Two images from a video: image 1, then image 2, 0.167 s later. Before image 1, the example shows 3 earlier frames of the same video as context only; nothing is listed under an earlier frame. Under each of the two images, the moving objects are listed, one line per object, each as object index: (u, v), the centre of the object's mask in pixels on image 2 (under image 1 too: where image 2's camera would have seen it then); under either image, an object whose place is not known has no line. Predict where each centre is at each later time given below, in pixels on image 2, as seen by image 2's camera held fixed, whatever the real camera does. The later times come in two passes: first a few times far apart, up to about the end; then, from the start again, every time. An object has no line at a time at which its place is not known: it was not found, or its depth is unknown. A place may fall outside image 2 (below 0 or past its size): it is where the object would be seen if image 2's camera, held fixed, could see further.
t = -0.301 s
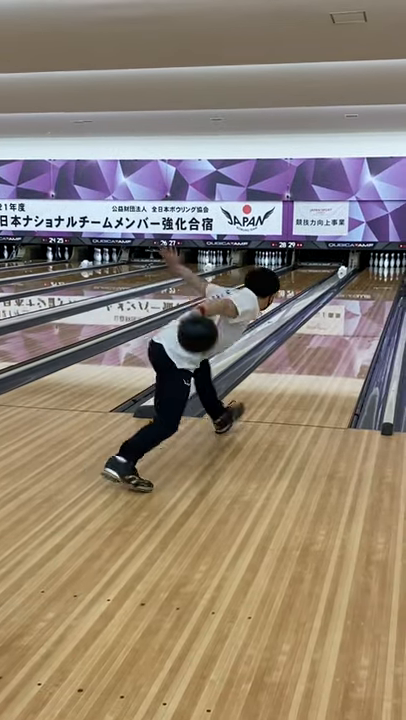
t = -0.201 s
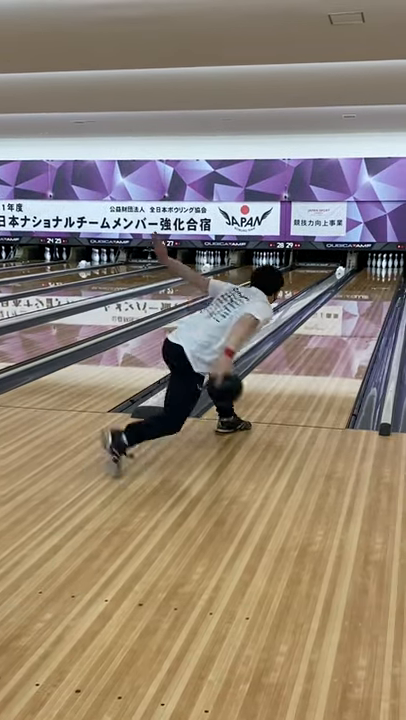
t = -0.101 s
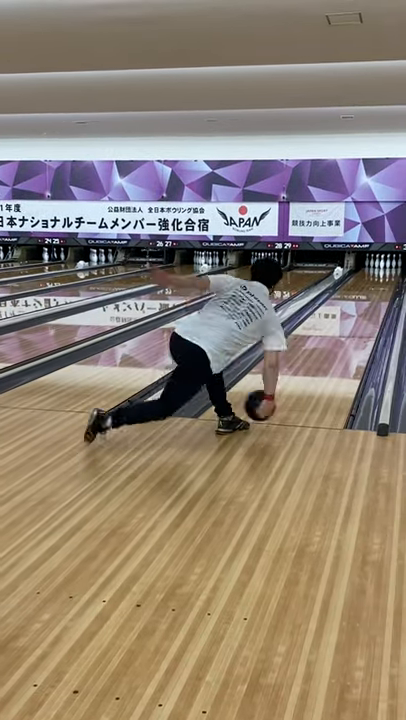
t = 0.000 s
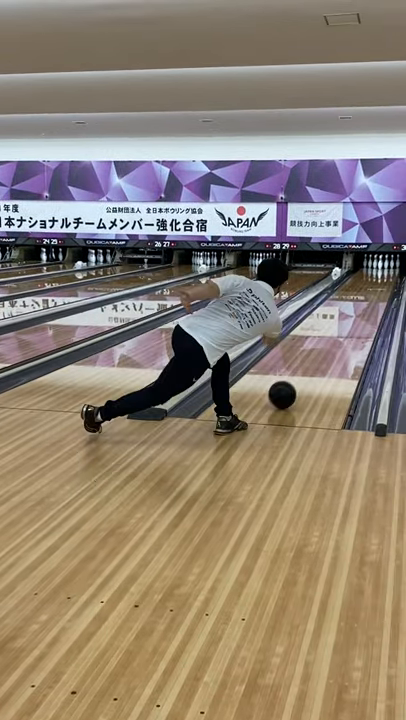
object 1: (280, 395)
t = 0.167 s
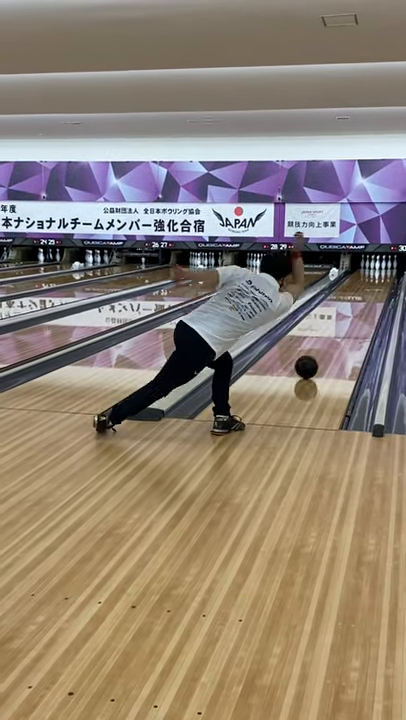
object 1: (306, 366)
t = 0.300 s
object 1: (322, 349)
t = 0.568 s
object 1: (344, 325)
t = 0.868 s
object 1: (360, 306)
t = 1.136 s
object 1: (370, 295)
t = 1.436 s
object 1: (378, 284)
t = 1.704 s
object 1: (381, 278)
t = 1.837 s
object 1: (382, 274)
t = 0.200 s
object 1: (310, 361)
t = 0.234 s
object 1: (314, 357)
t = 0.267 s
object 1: (318, 353)
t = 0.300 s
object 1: (322, 349)
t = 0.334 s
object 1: (325, 346)
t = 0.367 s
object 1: (328, 342)
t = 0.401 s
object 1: (331, 339)
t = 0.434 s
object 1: (334, 336)
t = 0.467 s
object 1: (337, 333)
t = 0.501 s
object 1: (339, 330)
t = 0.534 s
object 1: (341, 327)
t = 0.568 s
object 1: (344, 325)
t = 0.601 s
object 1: (346, 322)
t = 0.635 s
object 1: (348, 320)
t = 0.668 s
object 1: (350, 318)
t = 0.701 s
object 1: (352, 316)
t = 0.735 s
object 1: (354, 314)
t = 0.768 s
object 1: (356, 312)
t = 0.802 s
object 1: (357, 310)
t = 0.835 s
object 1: (359, 308)
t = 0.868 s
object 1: (360, 306)
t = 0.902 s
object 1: (362, 305)
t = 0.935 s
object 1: (363, 303)
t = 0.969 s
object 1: (364, 301)
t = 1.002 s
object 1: (366, 300)
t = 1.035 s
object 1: (367, 299)
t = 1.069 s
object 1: (368, 297)
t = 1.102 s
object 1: (369, 296)
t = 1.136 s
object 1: (370, 295)
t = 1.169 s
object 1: (371, 294)
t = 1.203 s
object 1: (372, 292)
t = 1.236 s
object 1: (373, 291)
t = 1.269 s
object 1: (374, 290)
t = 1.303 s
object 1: (375, 289)
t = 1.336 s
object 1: (376, 288)
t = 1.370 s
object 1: (376, 287)
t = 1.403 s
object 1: (377, 286)
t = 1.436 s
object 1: (378, 284)
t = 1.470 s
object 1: (378, 284)
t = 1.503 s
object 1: (379, 283)
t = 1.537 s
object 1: (379, 282)
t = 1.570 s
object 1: (380, 281)
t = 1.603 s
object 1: (380, 280)
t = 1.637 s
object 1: (381, 279)
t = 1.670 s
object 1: (381, 278)
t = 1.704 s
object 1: (381, 278)
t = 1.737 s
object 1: (382, 276)
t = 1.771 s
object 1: (382, 276)
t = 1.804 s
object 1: (382, 275)
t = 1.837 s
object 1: (382, 274)
